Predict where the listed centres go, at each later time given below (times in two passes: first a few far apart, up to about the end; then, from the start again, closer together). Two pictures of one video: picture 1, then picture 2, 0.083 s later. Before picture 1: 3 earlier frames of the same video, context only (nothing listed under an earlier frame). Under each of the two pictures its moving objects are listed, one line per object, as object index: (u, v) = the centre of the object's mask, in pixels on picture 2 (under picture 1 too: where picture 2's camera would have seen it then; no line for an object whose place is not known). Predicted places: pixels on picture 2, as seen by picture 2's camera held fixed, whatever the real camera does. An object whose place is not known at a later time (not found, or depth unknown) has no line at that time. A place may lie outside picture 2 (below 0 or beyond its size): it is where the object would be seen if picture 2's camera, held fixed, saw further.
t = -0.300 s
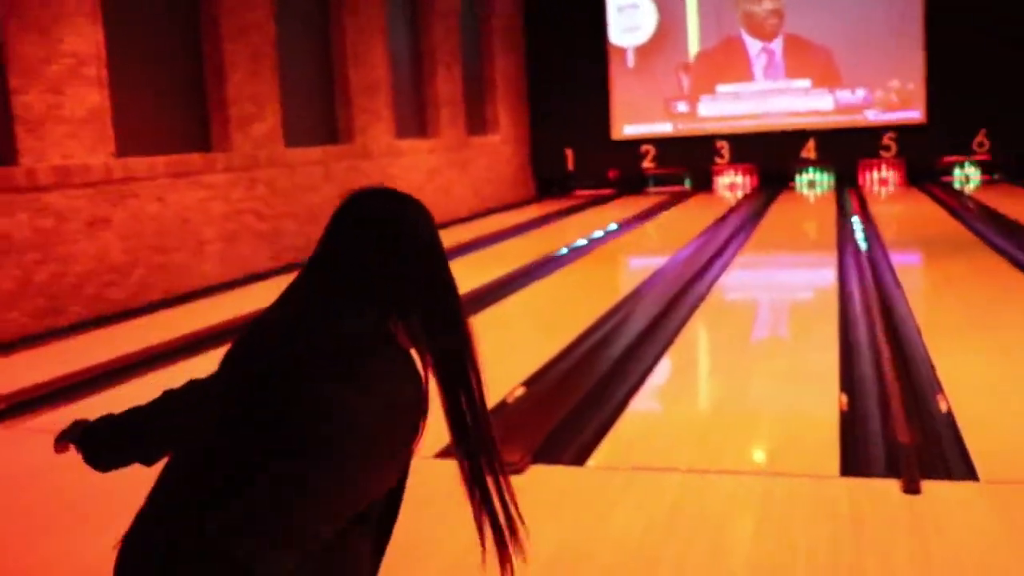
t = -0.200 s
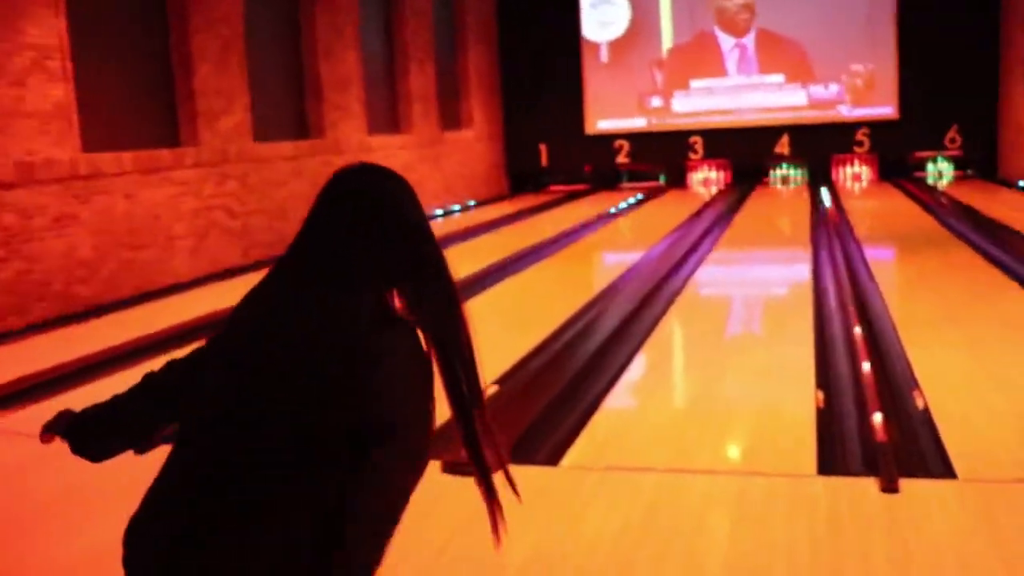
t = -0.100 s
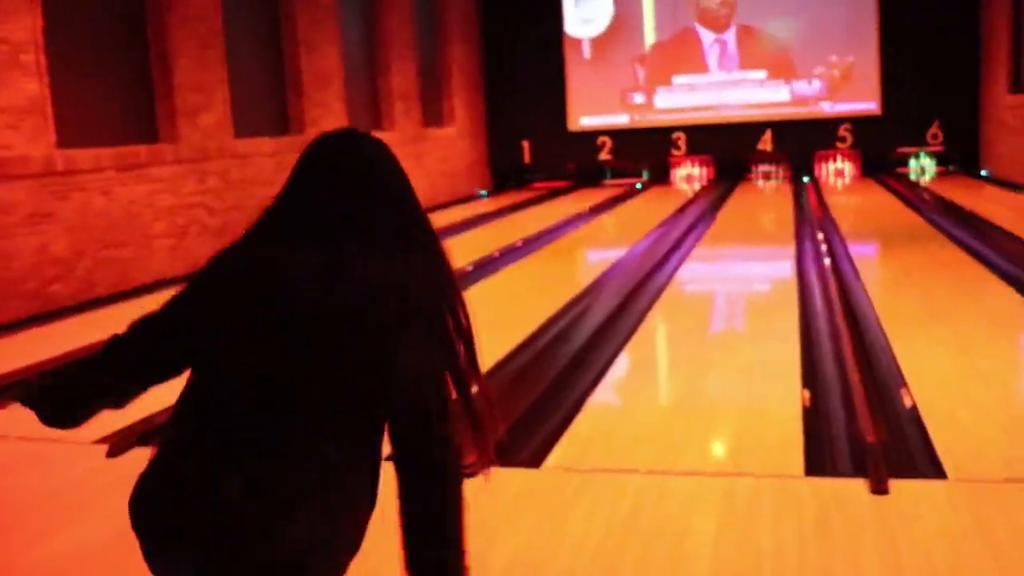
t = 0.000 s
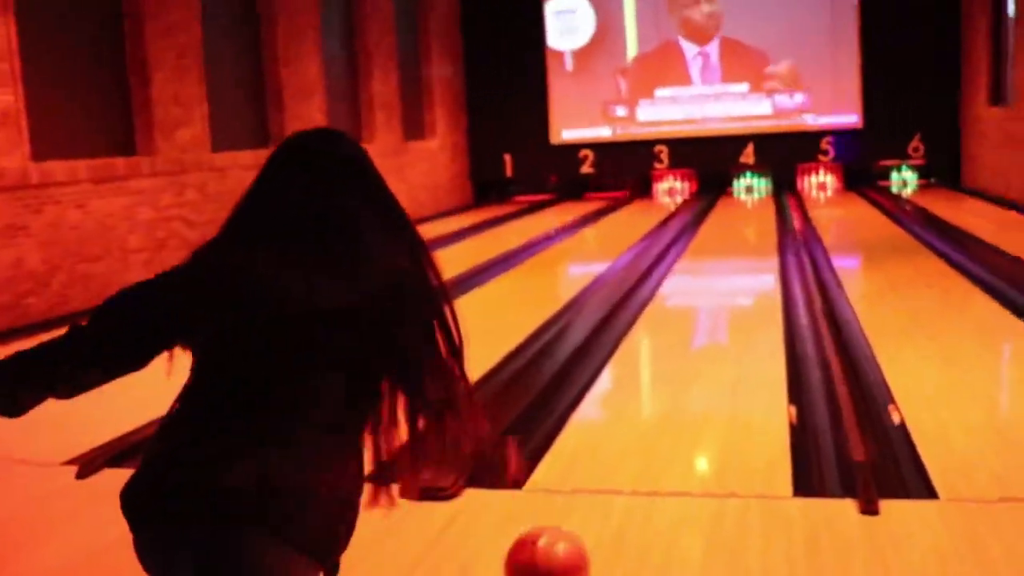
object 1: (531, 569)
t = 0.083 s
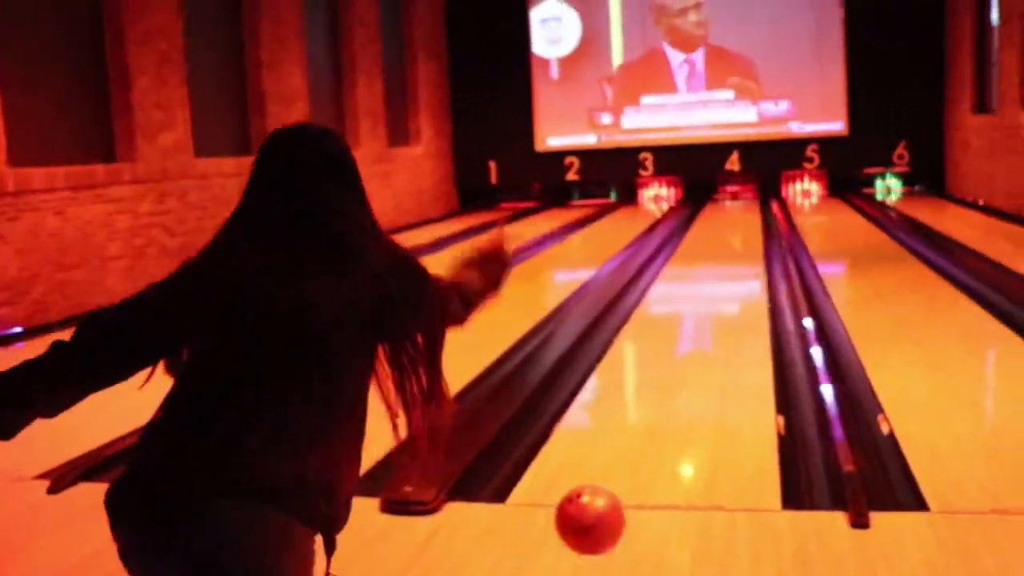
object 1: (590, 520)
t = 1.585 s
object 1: (759, 230)
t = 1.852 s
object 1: (767, 219)
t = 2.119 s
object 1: (765, 209)
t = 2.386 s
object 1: (764, 202)
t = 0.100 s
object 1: (599, 512)
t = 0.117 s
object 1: (607, 505)
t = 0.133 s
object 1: (616, 500)
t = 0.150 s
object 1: (623, 496)
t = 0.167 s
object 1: (630, 492)
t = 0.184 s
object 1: (636, 480)
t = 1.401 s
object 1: (754, 240)
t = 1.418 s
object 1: (754, 239)
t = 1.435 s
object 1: (754, 238)
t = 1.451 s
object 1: (755, 237)
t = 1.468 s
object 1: (755, 236)
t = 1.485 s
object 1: (756, 235)
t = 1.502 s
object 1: (757, 234)
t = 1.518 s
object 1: (757, 233)
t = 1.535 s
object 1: (758, 232)
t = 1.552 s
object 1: (758, 232)
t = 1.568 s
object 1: (759, 231)
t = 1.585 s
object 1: (759, 230)
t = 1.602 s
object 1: (759, 229)
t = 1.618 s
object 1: (759, 228)
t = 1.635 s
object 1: (759, 227)
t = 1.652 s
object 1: (760, 225)
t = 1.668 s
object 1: (761, 225)
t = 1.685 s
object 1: (761, 224)
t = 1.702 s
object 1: (761, 223)
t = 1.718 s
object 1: (761, 221)
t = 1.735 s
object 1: (762, 222)
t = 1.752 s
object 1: (762, 221)
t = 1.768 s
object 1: (763, 220)
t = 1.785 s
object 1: (764, 220)
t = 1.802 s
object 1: (764, 219)
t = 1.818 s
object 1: (765, 219)
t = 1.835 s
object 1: (767, 219)
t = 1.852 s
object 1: (767, 219)
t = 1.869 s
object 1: (767, 219)
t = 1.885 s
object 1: (768, 218)
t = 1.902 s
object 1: (767, 216)
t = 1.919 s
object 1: (766, 215)
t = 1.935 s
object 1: (767, 214)
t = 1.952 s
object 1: (766, 213)
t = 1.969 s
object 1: (766, 213)
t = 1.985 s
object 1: (766, 212)
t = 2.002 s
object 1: (766, 212)
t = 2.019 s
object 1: (766, 211)
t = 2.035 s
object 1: (765, 211)
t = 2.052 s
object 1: (765, 210)
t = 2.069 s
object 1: (765, 209)
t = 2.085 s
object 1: (765, 209)
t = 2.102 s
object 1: (765, 210)
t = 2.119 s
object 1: (765, 209)
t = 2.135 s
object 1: (766, 209)
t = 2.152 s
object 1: (766, 208)
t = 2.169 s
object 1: (766, 208)
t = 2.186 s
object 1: (765, 207)
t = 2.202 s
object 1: (766, 208)
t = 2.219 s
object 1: (766, 207)
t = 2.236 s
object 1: (766, 207)
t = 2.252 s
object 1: (766, 205)
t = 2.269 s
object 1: (765, 205)
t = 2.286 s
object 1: (765, 205)
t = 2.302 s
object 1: (766, 205)
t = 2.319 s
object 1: (765, 204)
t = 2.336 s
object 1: (765, 204)
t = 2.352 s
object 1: (765, 203)
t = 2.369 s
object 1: (765, 203)
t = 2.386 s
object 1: (764, 202)
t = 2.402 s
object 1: (764, 204)
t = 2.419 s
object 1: (764, 203)
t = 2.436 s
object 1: (764, 203)
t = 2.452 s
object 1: (764, 203)
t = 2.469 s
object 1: (764, 202)
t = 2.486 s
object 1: (763, 202)
